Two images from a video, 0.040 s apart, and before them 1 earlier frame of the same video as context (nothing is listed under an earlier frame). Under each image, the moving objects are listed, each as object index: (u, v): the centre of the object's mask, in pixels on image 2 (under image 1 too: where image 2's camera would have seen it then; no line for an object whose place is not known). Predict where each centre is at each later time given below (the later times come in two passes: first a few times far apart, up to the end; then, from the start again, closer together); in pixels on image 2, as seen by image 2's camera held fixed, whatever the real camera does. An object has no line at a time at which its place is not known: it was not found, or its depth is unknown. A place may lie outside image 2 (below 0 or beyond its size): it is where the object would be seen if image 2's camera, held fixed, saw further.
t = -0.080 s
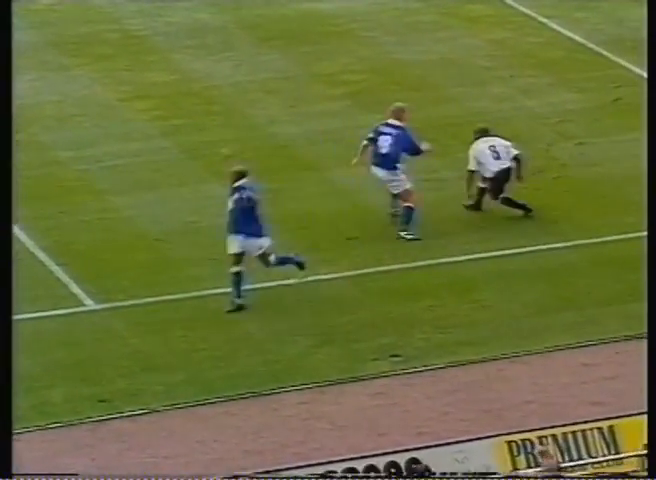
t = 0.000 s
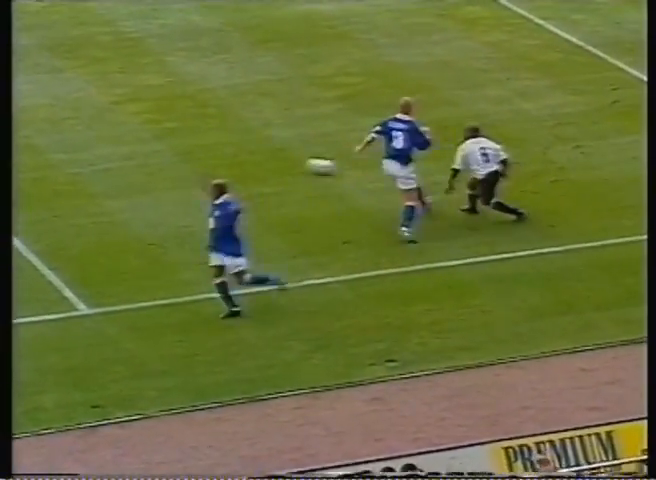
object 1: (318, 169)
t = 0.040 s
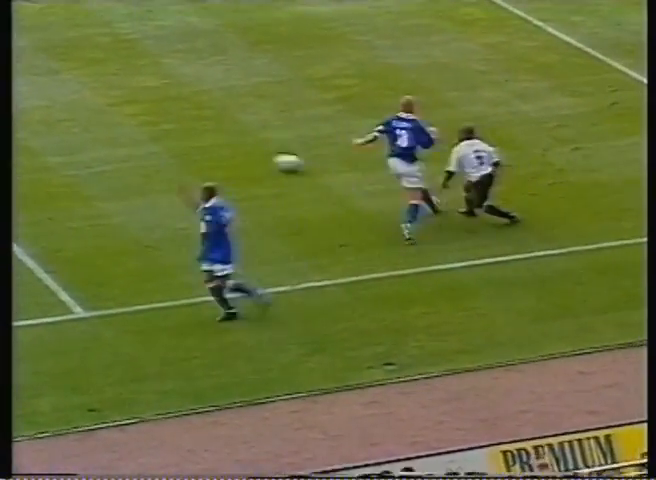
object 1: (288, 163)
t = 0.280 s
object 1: (122, 138)
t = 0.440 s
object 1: (25, 125)
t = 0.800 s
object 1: (-167, 99)
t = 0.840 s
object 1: (-184, 95)
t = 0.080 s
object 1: (258, 157)
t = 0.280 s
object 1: (122, 138)
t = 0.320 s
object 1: (96, 134)
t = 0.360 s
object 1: (71, 130)
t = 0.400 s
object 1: (47, 127)
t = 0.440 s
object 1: (25, 125)
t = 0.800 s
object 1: (-167, 99)
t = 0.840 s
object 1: (-184, 95)
